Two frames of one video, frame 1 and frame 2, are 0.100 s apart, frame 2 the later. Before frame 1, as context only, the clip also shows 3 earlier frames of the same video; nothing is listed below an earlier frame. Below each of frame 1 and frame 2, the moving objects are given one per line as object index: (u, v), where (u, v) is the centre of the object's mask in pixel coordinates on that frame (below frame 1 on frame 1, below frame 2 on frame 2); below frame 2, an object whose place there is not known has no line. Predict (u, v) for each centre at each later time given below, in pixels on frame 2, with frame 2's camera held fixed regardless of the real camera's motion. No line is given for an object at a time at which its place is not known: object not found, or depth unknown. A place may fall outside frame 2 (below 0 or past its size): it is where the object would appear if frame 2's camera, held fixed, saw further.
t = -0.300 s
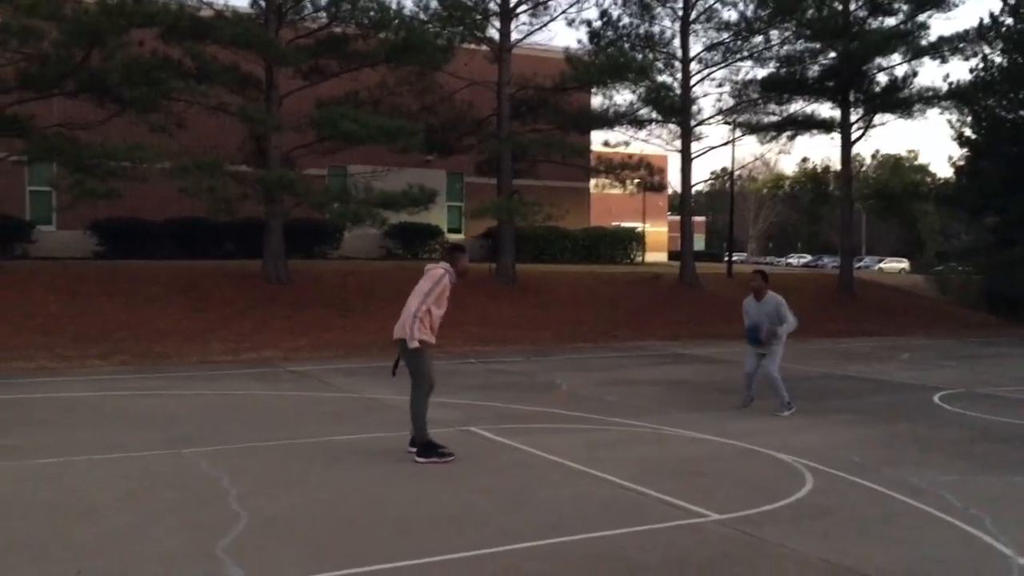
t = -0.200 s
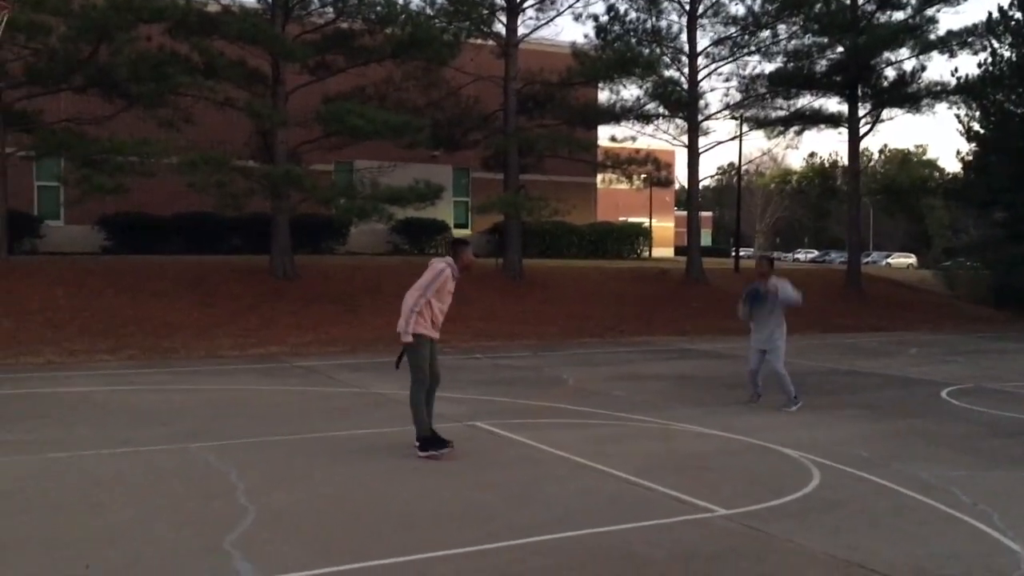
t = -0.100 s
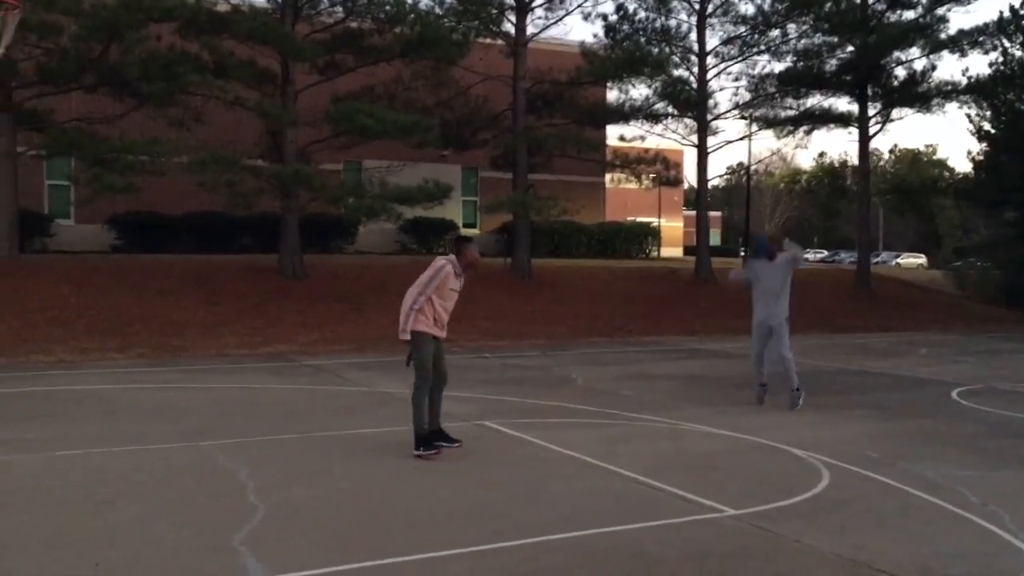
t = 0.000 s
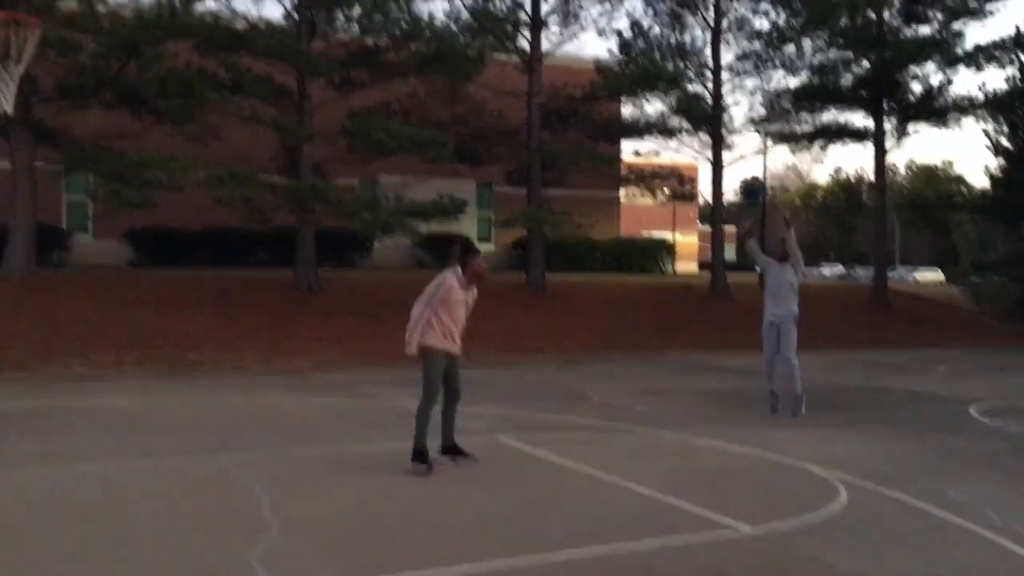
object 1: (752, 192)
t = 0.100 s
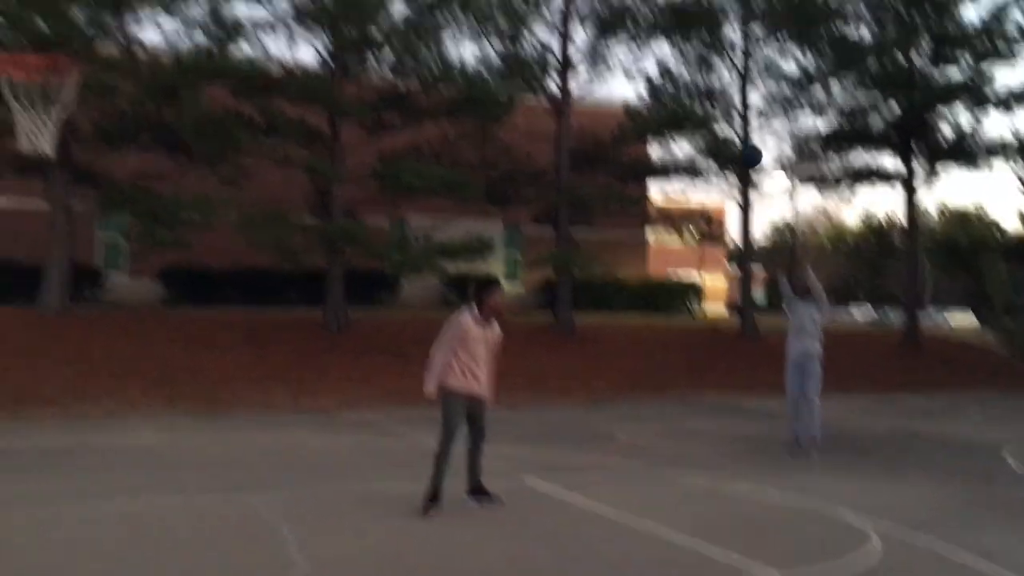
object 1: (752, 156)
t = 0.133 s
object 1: (738, 132)
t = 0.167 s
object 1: (729, 108)
